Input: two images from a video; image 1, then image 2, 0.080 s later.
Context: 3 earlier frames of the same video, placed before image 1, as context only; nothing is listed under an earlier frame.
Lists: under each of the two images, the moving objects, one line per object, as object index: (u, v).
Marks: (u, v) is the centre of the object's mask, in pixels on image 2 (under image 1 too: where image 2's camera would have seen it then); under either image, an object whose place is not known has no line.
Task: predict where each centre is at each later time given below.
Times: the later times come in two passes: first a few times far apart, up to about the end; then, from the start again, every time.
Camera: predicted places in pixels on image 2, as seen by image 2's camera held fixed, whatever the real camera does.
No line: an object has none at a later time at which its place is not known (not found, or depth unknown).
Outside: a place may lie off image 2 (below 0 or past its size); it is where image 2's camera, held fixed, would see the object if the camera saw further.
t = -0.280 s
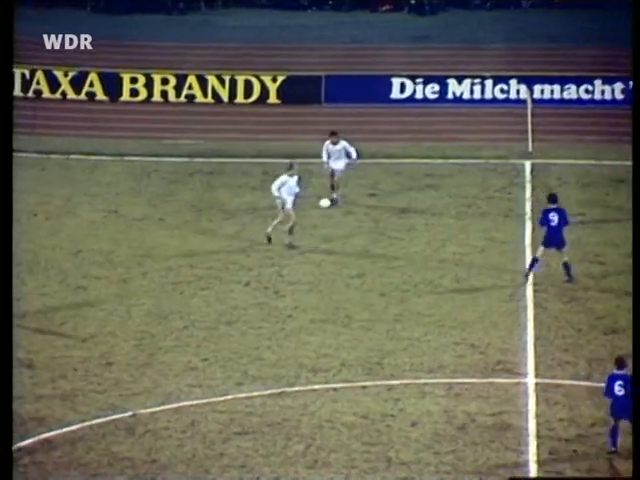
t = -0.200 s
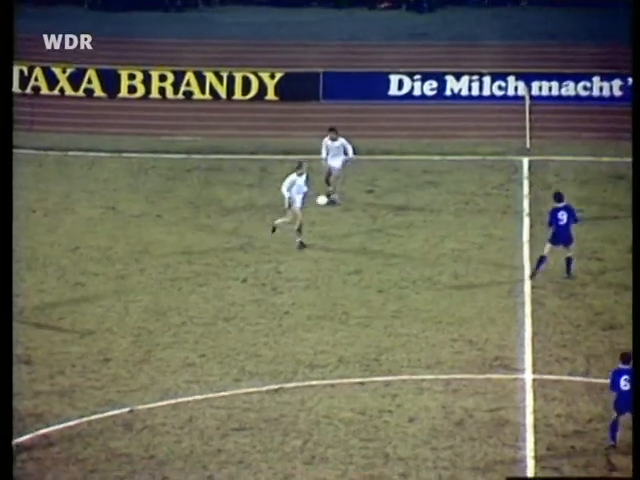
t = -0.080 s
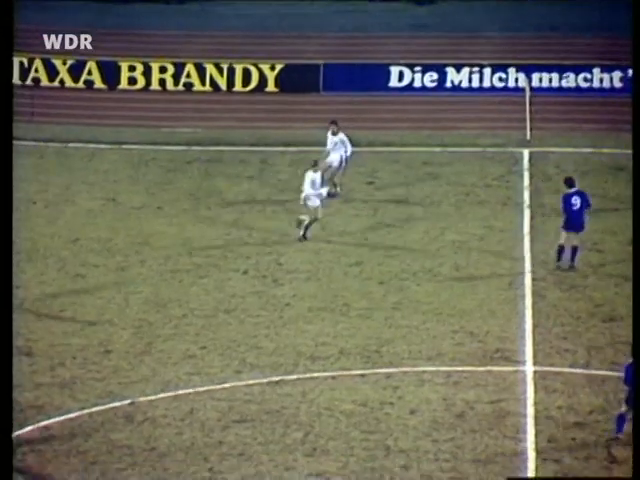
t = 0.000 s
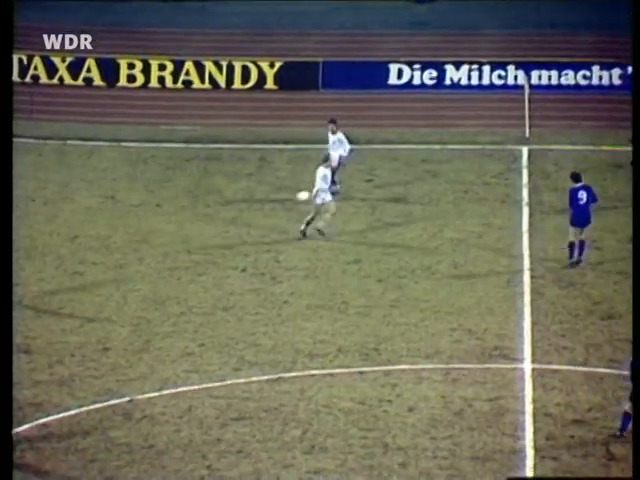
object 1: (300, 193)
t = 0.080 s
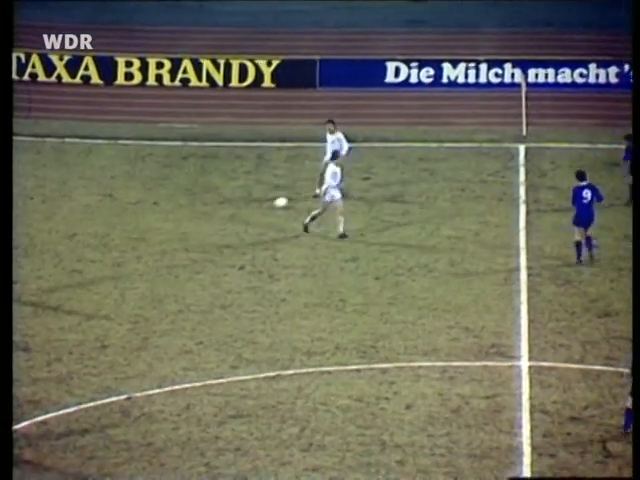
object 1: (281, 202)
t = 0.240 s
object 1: (242, 215)
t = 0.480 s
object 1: (188, 234)
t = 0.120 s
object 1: (271, 206)
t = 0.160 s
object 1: (261, 208)
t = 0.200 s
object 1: (251, 211)
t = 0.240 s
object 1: (242, 215)
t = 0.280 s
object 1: (232, 220)
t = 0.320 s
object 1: (223, 222)
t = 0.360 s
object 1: (214, 225)
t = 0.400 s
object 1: (205, 228)
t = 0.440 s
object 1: (196, 231)
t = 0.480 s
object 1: (188, 234)
